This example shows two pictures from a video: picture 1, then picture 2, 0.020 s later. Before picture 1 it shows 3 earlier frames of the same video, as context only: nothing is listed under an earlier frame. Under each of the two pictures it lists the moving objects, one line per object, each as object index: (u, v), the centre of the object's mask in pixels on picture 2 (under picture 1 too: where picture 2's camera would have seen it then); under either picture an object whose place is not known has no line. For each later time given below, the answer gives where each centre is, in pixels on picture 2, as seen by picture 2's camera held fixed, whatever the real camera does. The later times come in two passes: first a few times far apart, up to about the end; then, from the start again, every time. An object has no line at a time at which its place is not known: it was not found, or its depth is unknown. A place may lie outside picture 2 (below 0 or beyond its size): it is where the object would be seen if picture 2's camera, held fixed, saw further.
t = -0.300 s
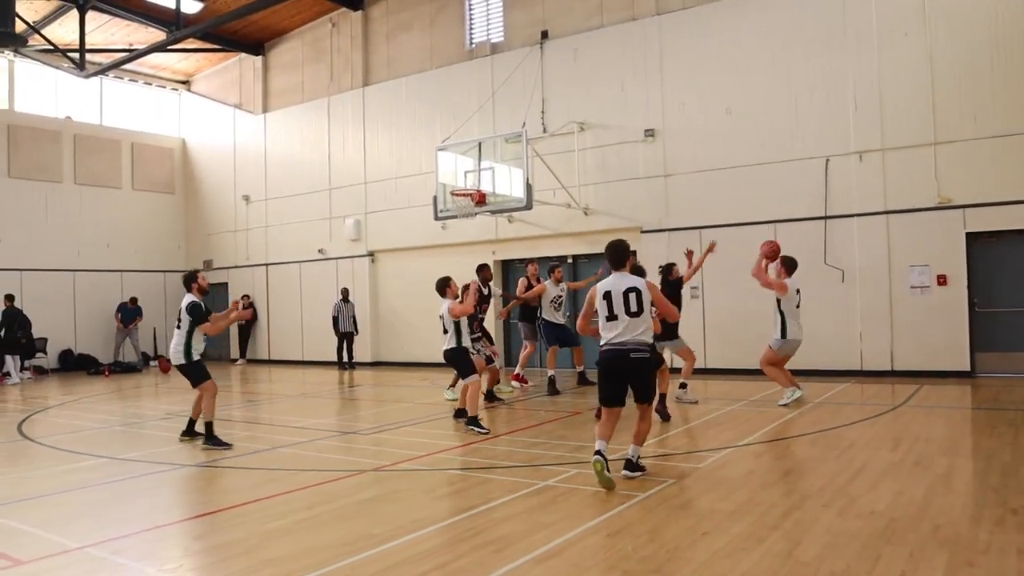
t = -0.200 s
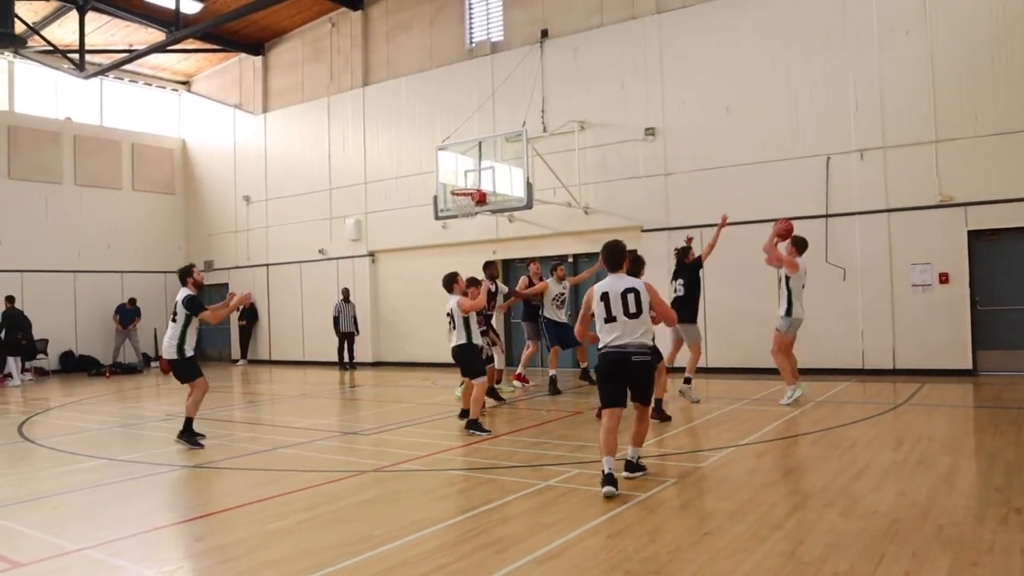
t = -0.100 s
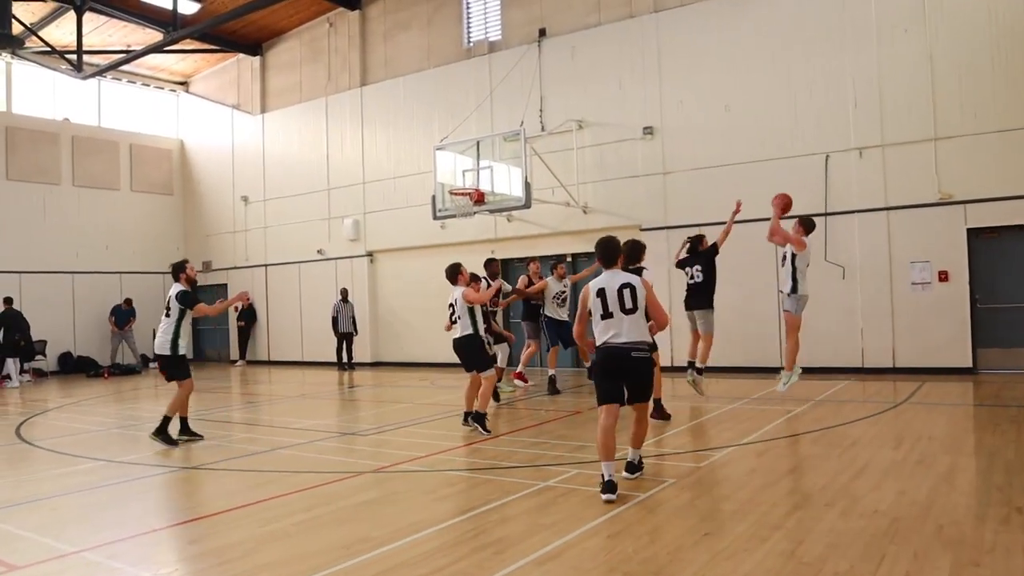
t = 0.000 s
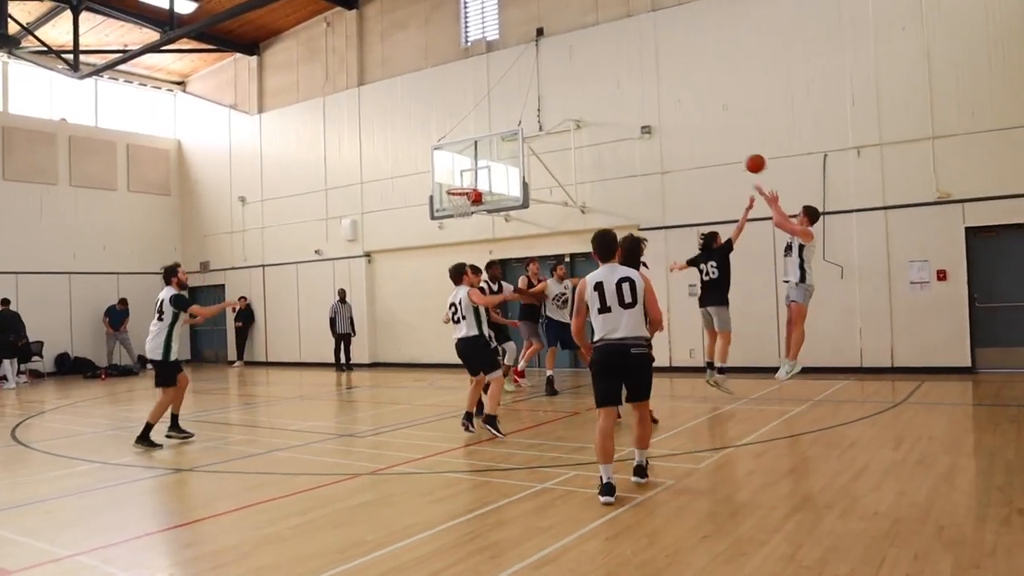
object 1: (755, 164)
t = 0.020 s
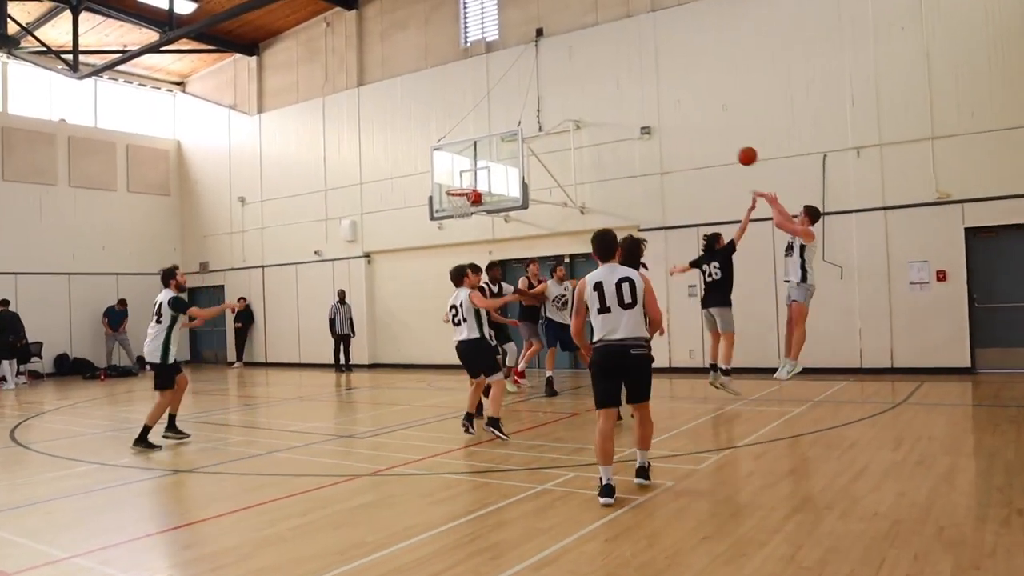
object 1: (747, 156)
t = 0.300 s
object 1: (650, 84)
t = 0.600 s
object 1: (567, 77)
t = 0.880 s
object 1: (504, 122)
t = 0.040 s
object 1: (739, 148)
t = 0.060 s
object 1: (732, 141)
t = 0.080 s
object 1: (725, 134)
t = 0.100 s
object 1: (717, 128)
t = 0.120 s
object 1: (710, 121)
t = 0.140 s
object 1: (703, 116)
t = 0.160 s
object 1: (696, 111)
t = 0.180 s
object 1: (689, 106)
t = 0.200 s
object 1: (682, 101)
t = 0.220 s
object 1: (676, 97)
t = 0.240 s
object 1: (669, 93)
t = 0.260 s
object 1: (663, 90)
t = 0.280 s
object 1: (657, 87)
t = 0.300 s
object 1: (650, 84)
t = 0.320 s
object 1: (644, 82)
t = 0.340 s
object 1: (638, 79)
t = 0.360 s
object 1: (632, 77)
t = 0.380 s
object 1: (626, 76)
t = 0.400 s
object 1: (621, 75)
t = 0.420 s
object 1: (615, 74)
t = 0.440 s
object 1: (609, 73)
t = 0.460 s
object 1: (604, 72)
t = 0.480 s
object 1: (598, 72)
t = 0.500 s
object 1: (593, 73)
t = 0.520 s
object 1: (588, 73)
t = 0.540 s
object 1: (583, 74)
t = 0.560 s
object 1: (577, 75)
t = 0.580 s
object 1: (572, 76)
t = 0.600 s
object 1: (567, 77)
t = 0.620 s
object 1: (562, 79)
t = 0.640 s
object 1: (557, 81)
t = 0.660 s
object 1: (553, 83)
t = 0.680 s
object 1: (548, 85)
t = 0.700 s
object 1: (543, 88)
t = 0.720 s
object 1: (538, 91)
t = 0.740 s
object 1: (534, 94)
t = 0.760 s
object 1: (529, 97)
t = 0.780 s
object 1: (525, 101)
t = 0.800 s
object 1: (521, 105)
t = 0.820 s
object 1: (516, 109)
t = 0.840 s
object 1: (512, 113)
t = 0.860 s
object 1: (508, 117)
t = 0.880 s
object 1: (504, 122)
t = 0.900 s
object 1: (500, 127)
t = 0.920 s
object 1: (496, 132)
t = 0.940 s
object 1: (492, 137)
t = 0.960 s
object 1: (487, 142)
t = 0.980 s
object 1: (484, 148)
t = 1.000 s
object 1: (480, 154)
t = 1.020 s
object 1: (476, 160)
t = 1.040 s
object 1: (472, 167)
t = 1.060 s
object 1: (469, 173)
